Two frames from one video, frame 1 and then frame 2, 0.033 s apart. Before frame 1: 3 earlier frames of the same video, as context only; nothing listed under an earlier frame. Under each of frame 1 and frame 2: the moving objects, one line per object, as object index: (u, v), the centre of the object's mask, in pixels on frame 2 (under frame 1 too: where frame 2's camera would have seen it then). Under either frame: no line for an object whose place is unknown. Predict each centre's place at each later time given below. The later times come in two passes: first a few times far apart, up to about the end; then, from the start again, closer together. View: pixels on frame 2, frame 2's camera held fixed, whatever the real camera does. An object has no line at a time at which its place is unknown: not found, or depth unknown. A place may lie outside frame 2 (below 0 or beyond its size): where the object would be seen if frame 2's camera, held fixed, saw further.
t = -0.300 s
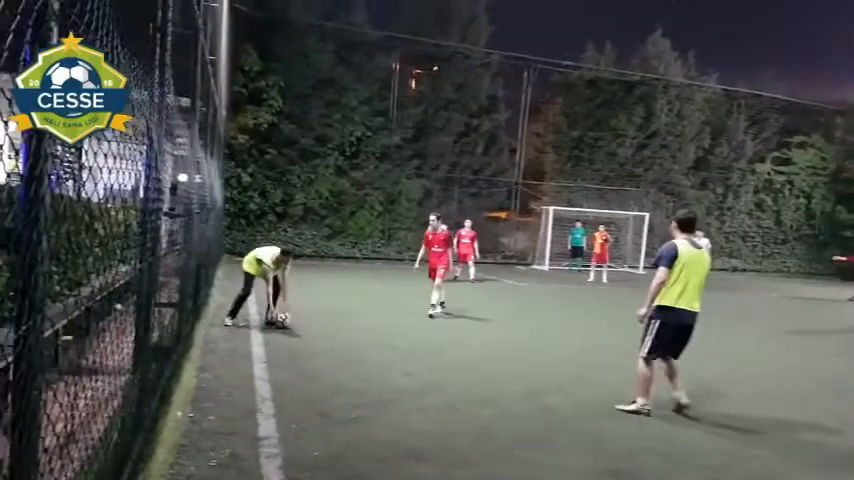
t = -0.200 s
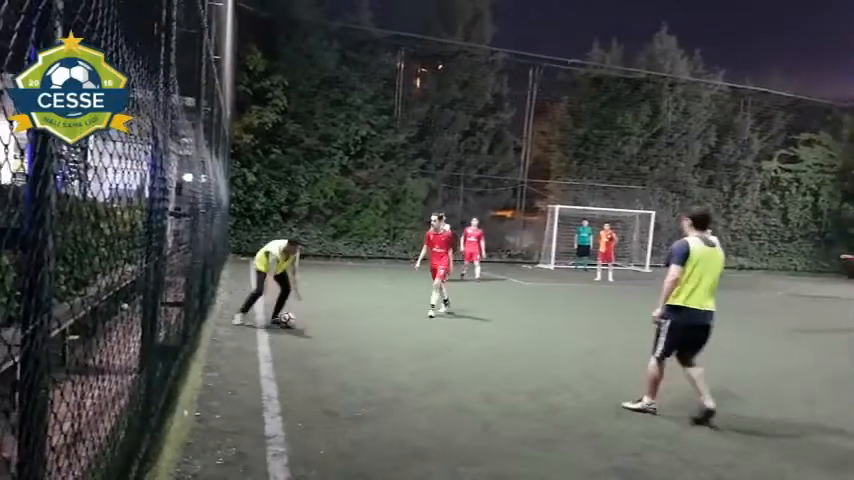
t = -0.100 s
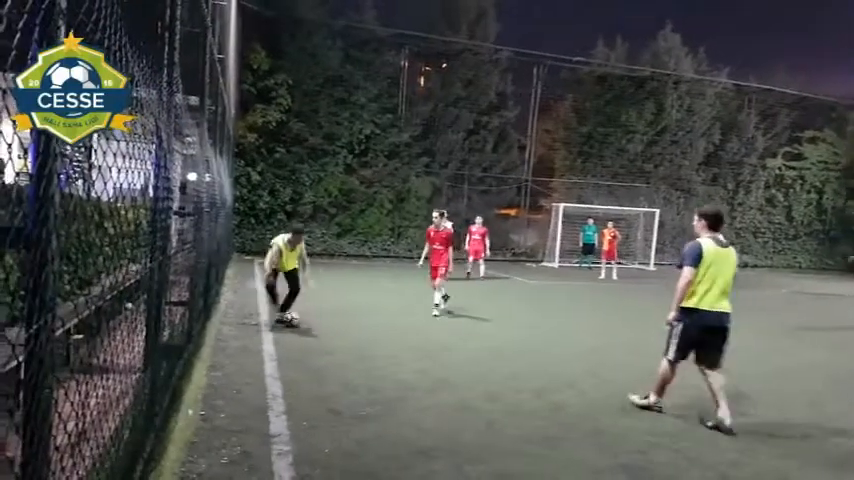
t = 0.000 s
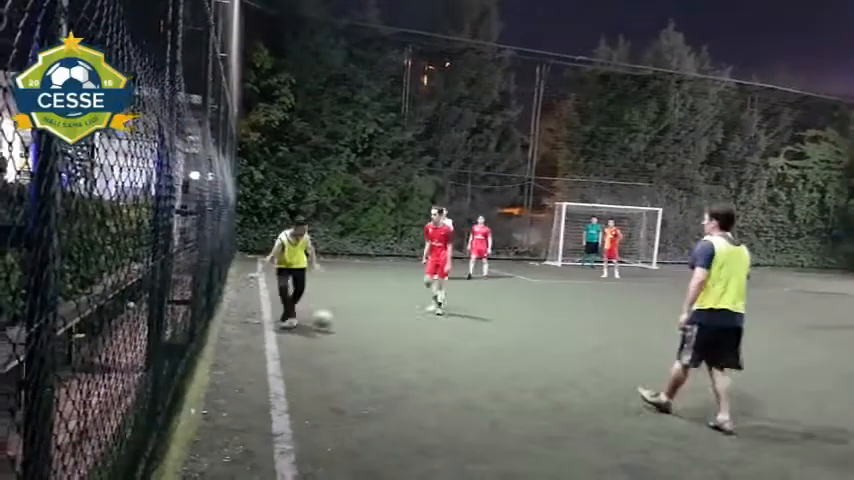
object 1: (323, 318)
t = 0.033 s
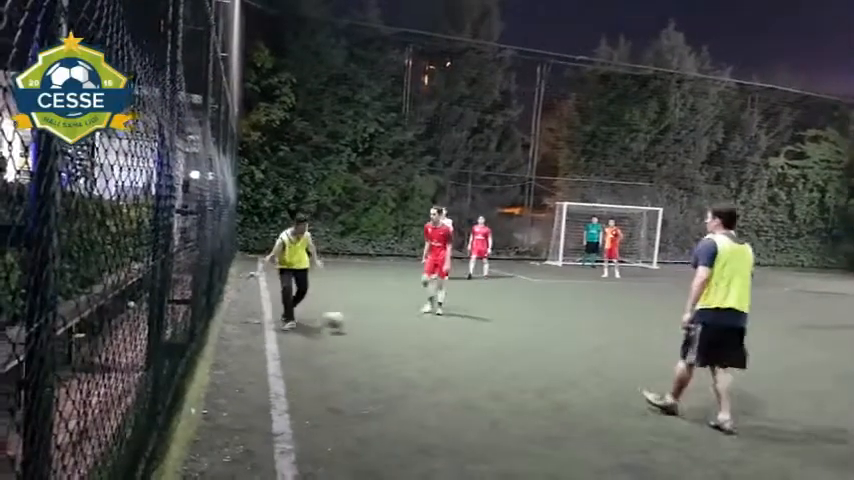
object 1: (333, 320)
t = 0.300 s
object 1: (427, 337)
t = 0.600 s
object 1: (536, 357)
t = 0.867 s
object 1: (647, 374)
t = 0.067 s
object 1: (345, 322)
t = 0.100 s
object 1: (359, 326)
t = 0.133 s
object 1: (372, 331)
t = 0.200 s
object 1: (395, 332)
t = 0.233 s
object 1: (405, 333)
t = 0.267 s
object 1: (415, 334)
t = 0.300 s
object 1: (427, 337)
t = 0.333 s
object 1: (437, 341)
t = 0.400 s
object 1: (462, 345)
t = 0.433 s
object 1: (474, 347)
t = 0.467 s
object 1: (485, 349)
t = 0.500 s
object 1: (498, 351)
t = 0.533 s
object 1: (509, 353)
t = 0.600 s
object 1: (536, 357)
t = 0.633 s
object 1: (548, 359)
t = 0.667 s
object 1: (562, 361)
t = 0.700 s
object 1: (575, 363)
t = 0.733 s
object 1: (589, 365)
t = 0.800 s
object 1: (617, 369)
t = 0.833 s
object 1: (631, 371)
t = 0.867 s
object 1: (647, 374)
